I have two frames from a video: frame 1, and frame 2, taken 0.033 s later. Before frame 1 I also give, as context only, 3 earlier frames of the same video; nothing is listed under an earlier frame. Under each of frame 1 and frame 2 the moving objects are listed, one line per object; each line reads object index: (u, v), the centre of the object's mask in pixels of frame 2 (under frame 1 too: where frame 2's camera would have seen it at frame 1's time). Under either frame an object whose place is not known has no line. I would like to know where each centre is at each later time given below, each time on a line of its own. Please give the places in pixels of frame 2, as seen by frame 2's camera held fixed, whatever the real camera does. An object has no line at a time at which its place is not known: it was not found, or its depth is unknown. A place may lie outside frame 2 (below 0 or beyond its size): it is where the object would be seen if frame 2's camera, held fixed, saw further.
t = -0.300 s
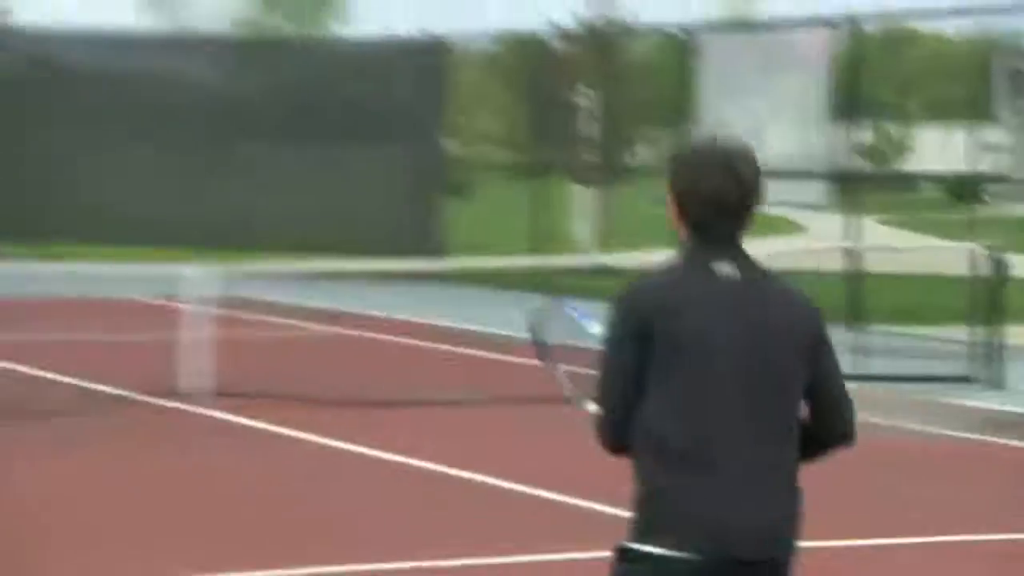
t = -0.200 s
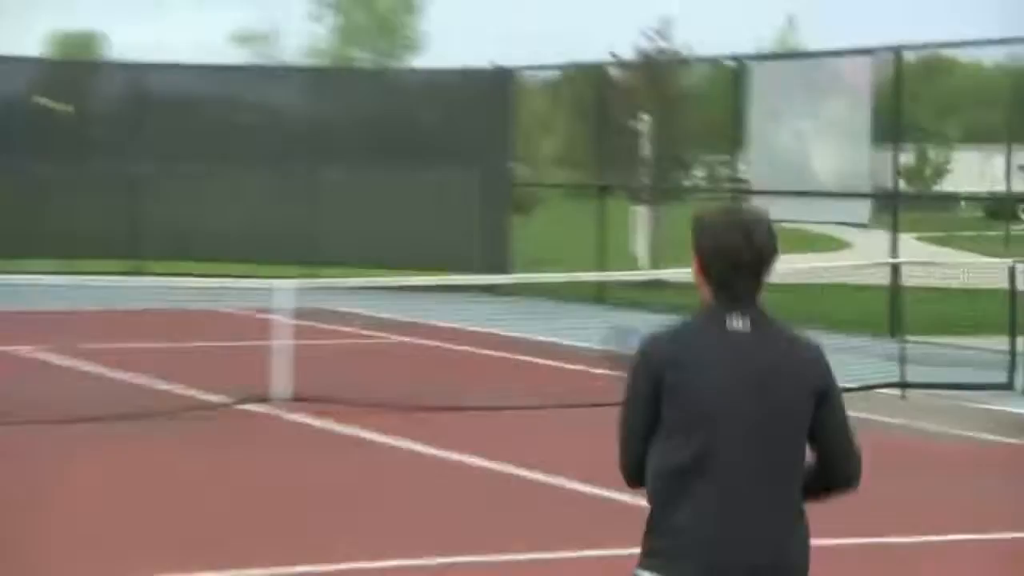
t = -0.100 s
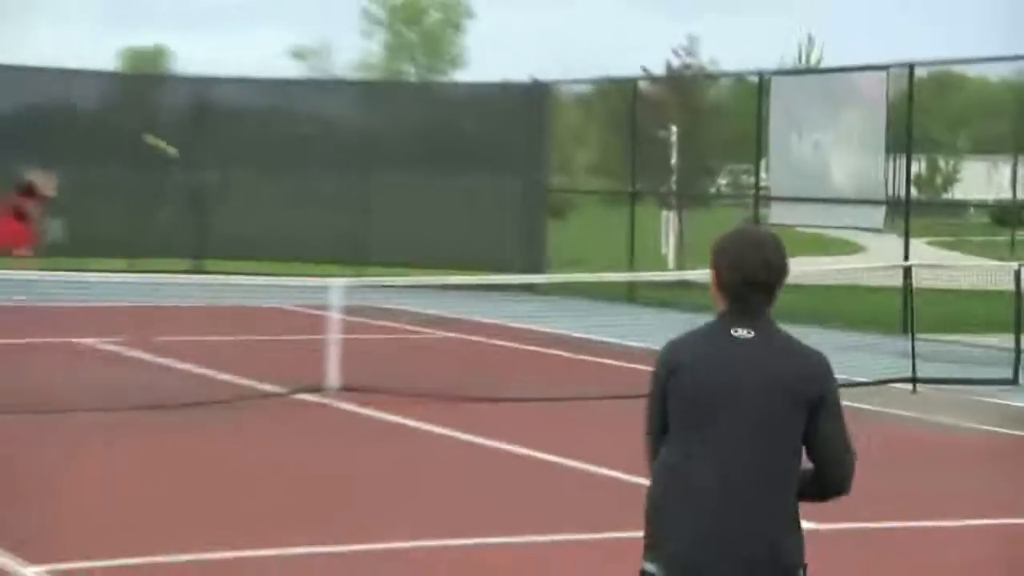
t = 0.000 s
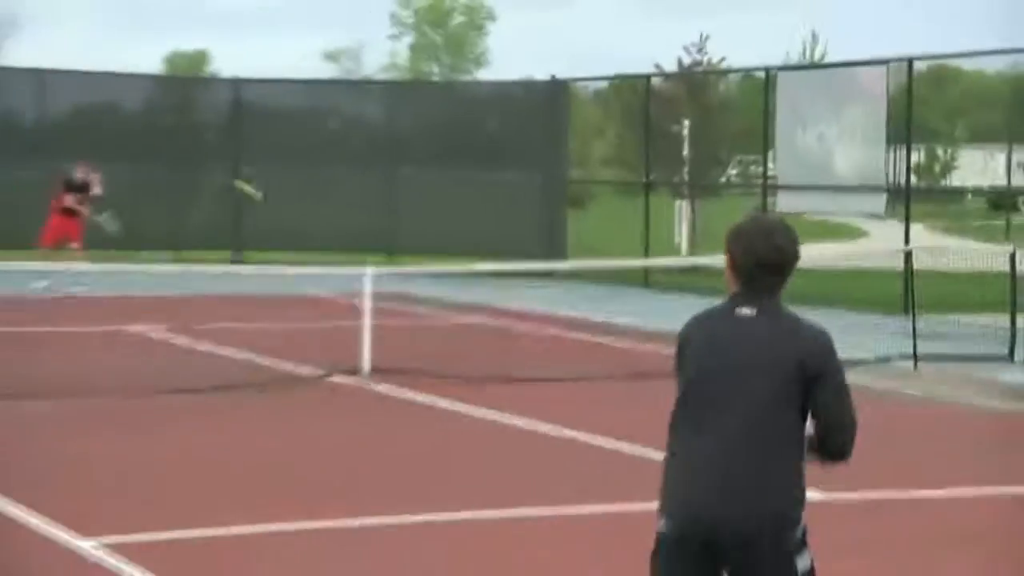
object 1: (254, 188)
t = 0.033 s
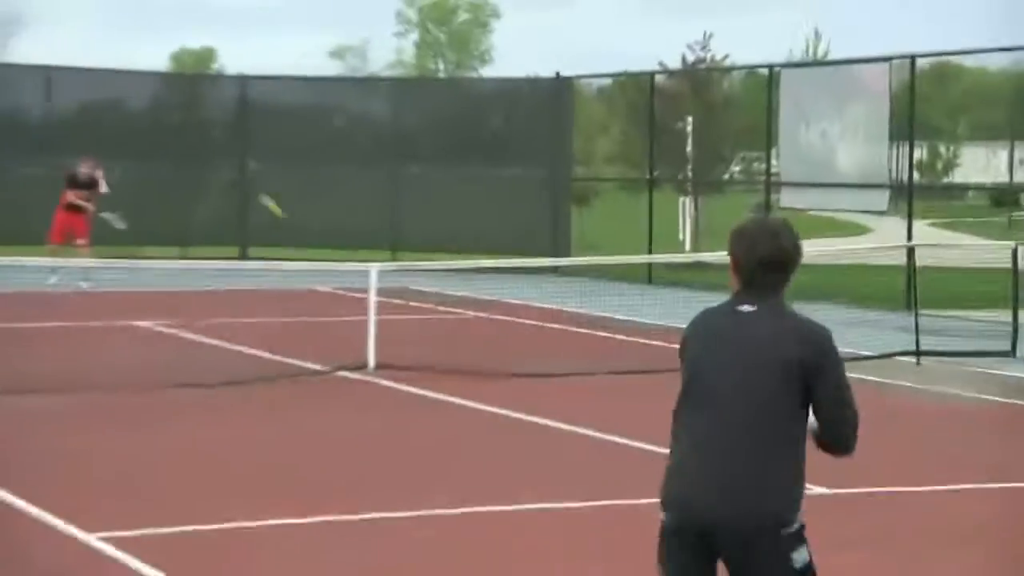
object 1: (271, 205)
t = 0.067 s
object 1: (288, 227)
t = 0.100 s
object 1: (307, 251)
